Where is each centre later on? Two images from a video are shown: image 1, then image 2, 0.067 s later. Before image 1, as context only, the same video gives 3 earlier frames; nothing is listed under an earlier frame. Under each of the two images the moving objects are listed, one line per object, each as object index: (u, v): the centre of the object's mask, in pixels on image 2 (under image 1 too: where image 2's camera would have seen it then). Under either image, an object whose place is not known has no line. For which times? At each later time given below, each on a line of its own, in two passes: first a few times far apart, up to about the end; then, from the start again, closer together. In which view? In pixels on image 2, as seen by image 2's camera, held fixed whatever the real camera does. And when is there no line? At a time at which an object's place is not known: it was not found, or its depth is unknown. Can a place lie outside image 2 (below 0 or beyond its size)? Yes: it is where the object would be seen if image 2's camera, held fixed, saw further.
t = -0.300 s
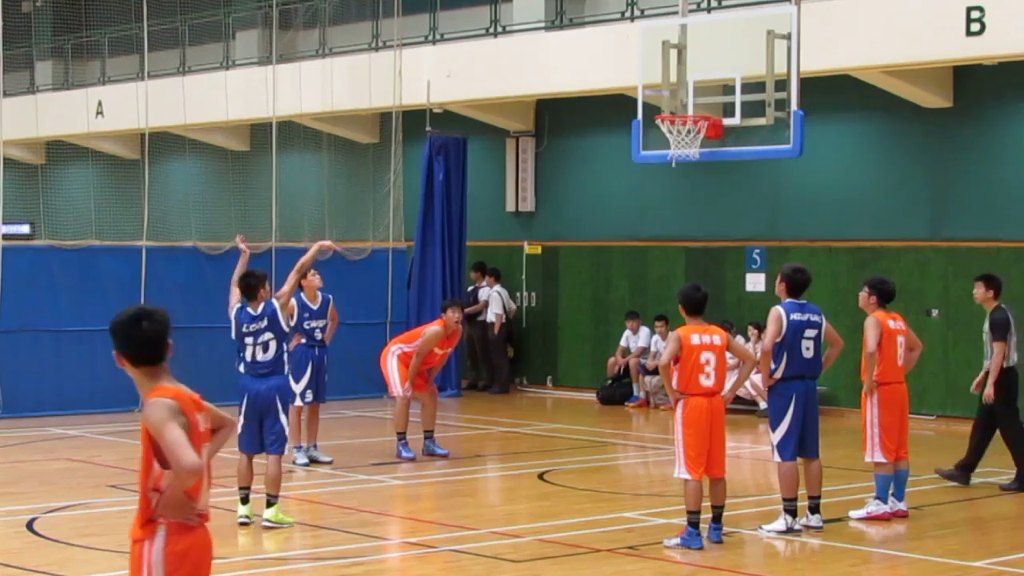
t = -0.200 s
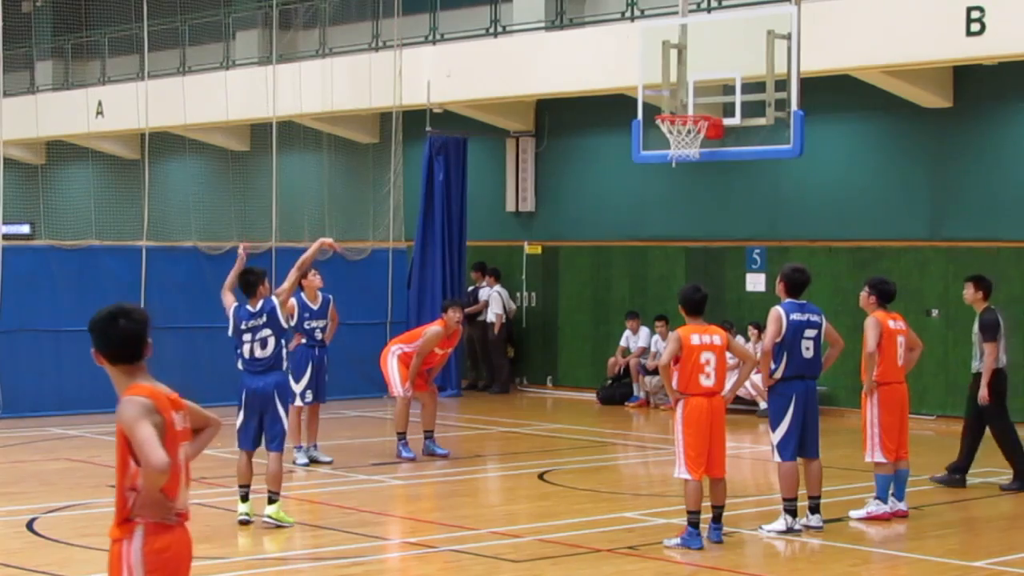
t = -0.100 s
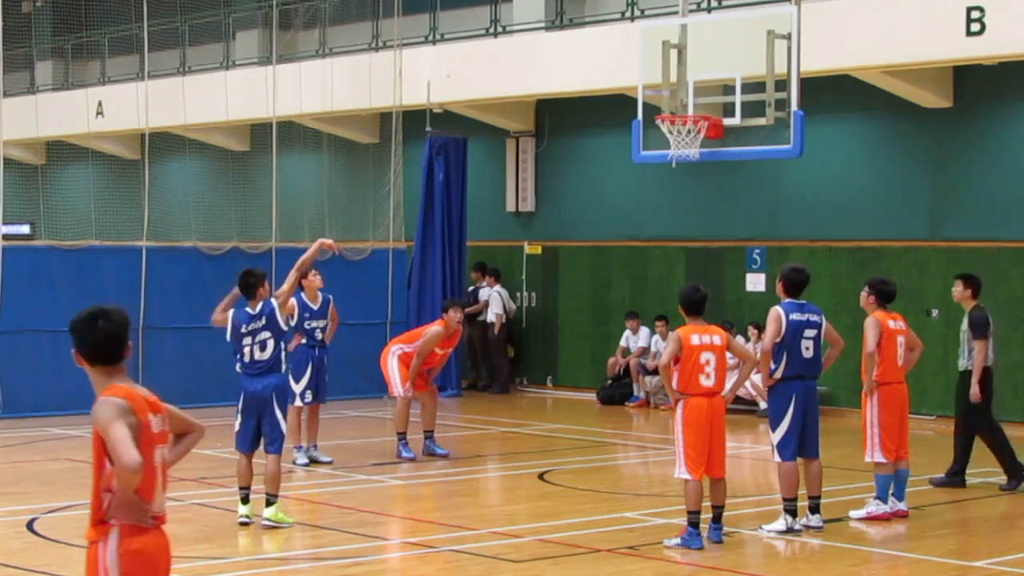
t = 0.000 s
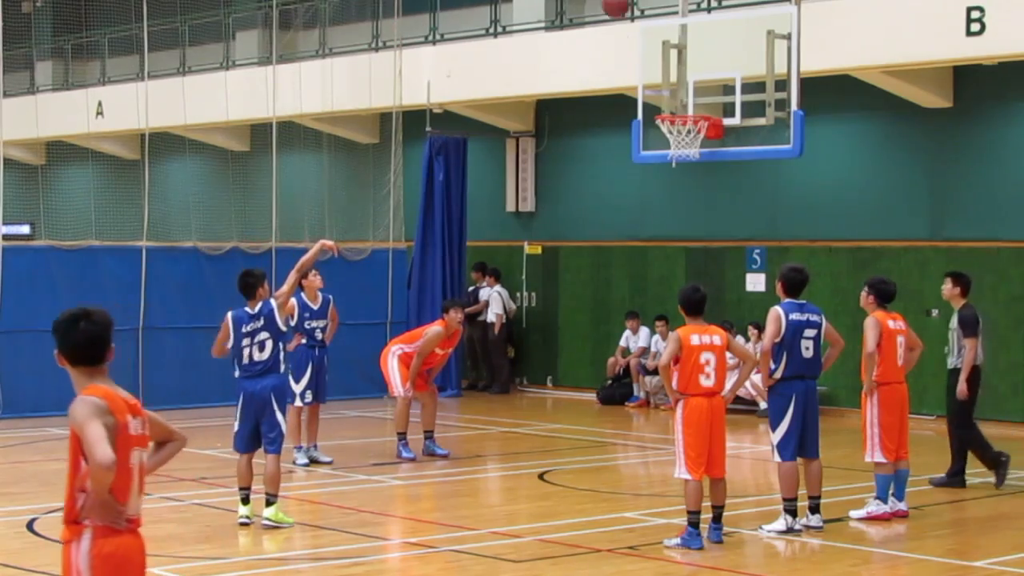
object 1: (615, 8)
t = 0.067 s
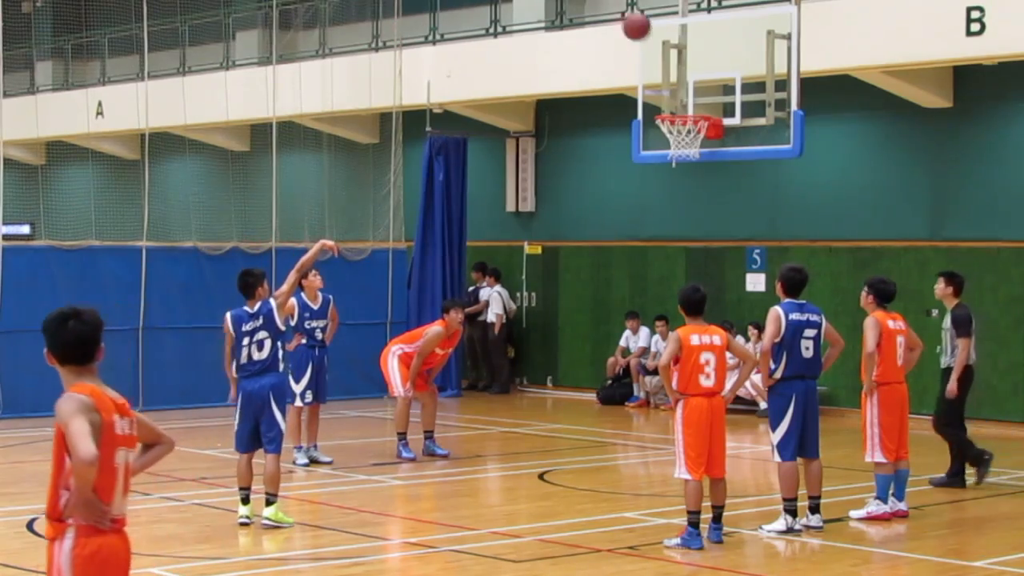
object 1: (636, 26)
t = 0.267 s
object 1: (690, 123)
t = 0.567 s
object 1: (650, 292)
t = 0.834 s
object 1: (608, 432)
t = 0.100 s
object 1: (646, 40)
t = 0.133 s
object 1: (657, 54)
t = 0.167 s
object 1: (666, 70)
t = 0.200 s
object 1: (676, 88)
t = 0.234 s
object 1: (685, 103)
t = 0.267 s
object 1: (690, 123)
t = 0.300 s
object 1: (697, 134)
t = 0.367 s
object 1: (680, 168)
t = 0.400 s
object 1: (675, 185)
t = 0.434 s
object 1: (670, 204)
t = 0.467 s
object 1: (665, 224)
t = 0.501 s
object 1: (660, 246)
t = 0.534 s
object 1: (654, 269)
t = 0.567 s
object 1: (650, 292)
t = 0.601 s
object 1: (645, 316)
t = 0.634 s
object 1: (639, 345)
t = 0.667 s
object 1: (635, 373)
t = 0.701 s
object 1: (629, 403)
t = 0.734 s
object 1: (626, 434)
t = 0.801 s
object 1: (615, 455)
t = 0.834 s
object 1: (608, 432)
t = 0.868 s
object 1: (600, 412)
